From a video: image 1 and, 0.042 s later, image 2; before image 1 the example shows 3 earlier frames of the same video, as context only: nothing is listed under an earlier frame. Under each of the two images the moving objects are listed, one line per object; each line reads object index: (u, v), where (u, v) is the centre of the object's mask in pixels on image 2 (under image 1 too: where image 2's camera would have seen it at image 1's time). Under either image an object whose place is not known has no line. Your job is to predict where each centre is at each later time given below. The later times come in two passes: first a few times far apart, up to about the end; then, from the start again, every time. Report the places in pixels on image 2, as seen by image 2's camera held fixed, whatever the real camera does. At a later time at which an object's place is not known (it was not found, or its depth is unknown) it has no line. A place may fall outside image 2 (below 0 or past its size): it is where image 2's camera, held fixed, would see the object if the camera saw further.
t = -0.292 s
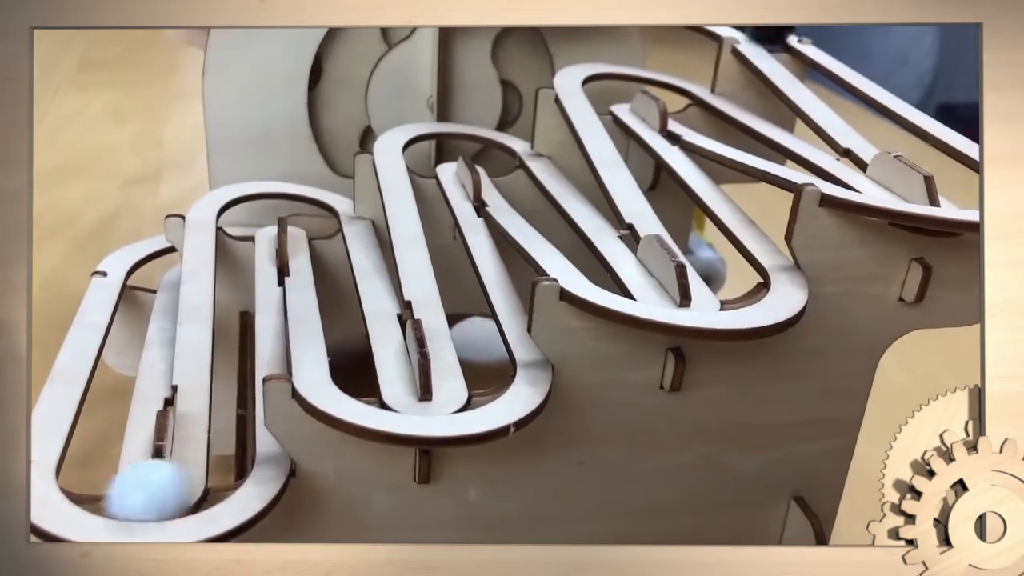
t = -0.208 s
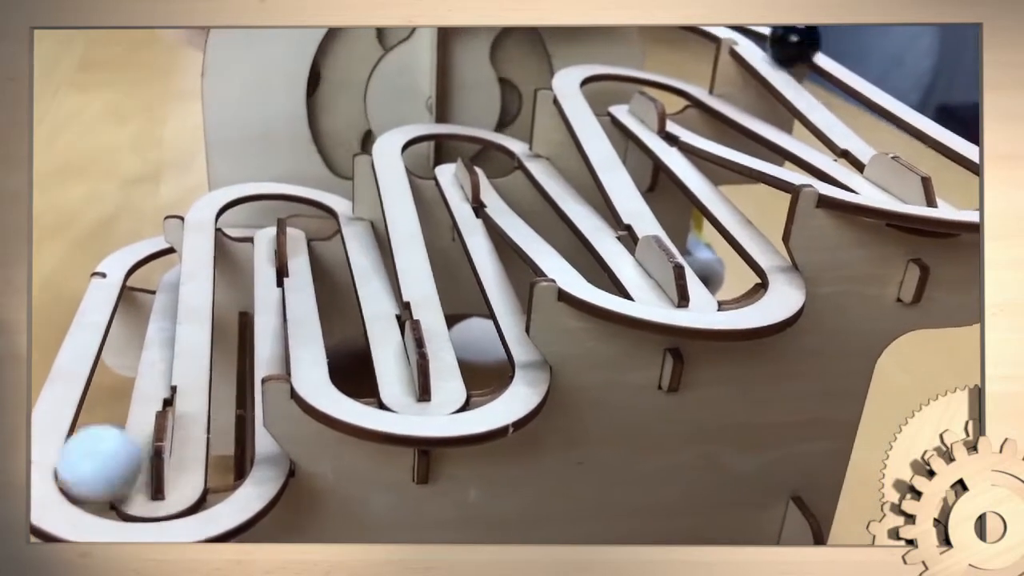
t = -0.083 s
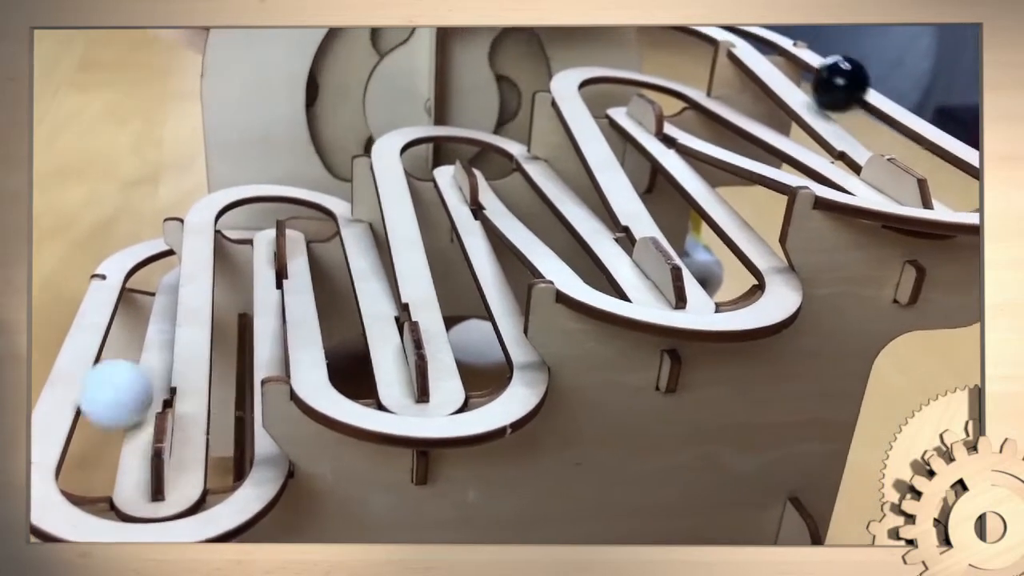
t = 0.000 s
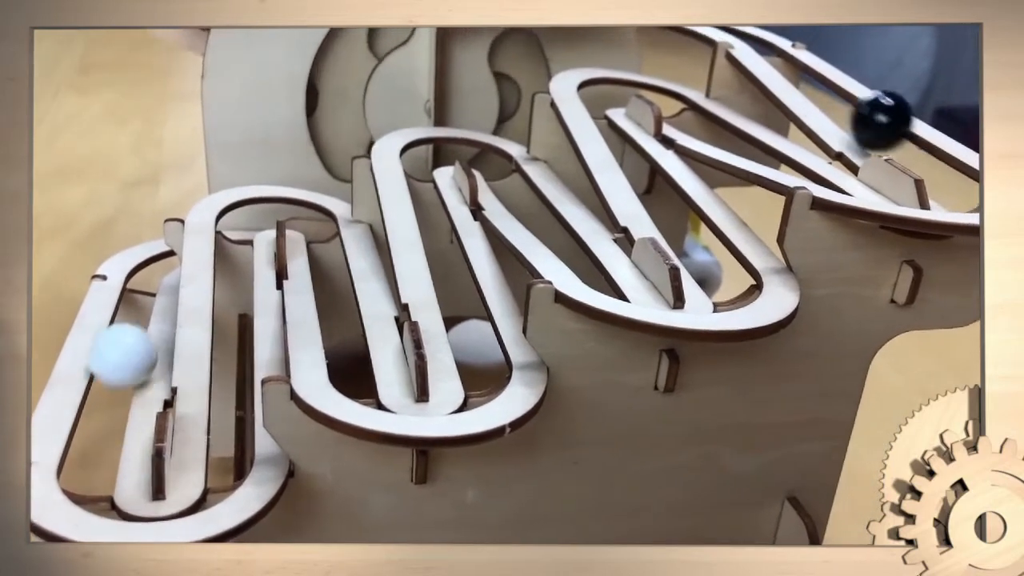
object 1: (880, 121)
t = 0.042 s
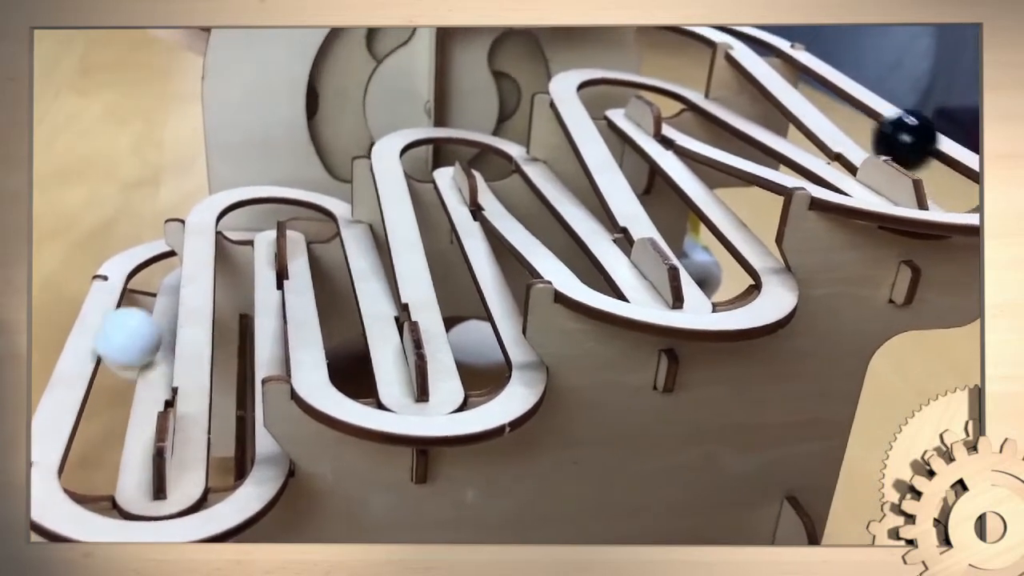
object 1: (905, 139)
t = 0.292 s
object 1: (847, 168)
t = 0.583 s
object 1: (686, 107)
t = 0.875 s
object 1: (622, 122)
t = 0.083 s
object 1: (937, 162)
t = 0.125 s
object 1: (958, 183)
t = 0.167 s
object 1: (956, 190)
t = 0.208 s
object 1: (917, 187)
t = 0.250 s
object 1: (875, 179)
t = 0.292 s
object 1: (847, 168)
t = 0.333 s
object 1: (822, 158)
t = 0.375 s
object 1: (798, 148)
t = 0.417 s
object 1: (774, 139)
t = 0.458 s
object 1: (749, 130)
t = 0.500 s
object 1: (728, 123)
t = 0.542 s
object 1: (706, 116)
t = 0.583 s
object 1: (686, 107)
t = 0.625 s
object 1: (670, 96)
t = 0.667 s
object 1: (647, 83)
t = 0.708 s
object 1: (611, 86)
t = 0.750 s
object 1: (603, 95)
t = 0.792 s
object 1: (609, 102)
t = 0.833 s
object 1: (615, 111)
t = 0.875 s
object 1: (622, 122)
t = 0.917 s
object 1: (628, 135)
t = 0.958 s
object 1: (638, 154)
